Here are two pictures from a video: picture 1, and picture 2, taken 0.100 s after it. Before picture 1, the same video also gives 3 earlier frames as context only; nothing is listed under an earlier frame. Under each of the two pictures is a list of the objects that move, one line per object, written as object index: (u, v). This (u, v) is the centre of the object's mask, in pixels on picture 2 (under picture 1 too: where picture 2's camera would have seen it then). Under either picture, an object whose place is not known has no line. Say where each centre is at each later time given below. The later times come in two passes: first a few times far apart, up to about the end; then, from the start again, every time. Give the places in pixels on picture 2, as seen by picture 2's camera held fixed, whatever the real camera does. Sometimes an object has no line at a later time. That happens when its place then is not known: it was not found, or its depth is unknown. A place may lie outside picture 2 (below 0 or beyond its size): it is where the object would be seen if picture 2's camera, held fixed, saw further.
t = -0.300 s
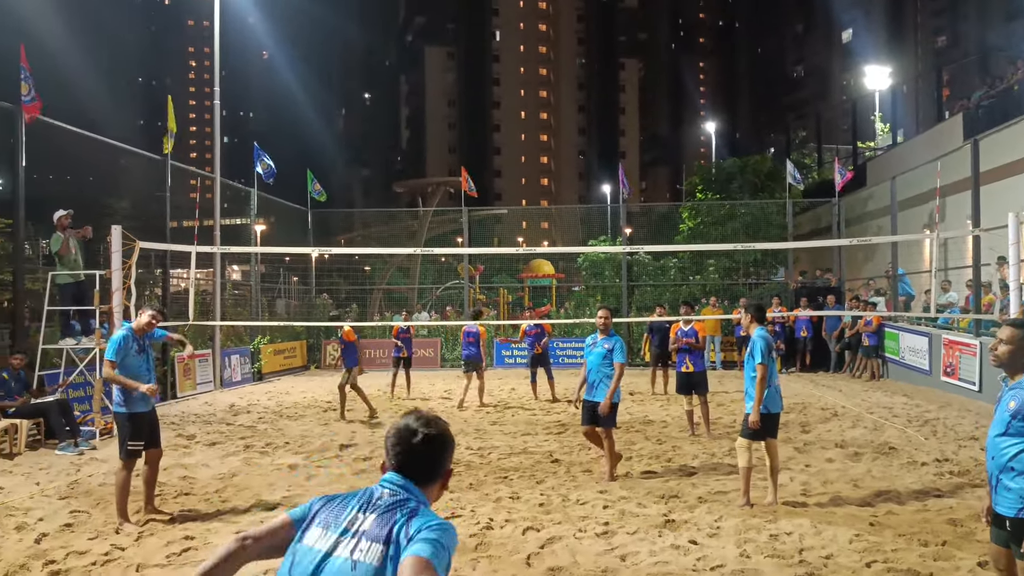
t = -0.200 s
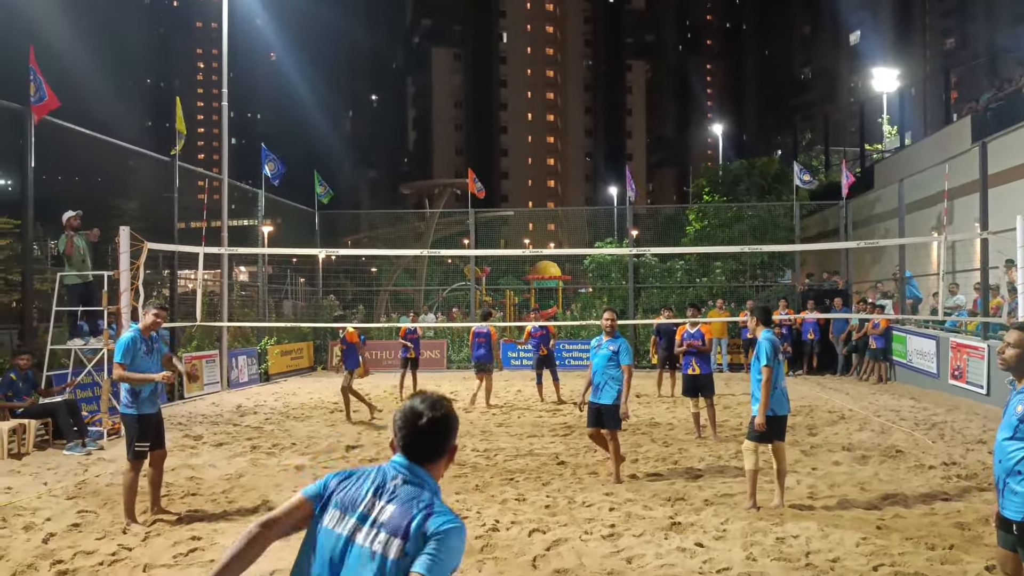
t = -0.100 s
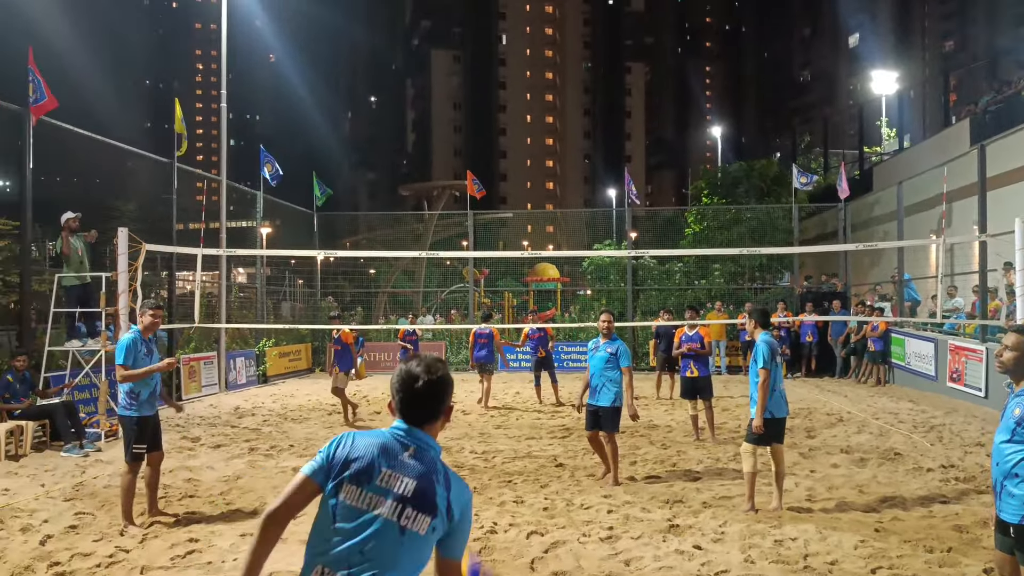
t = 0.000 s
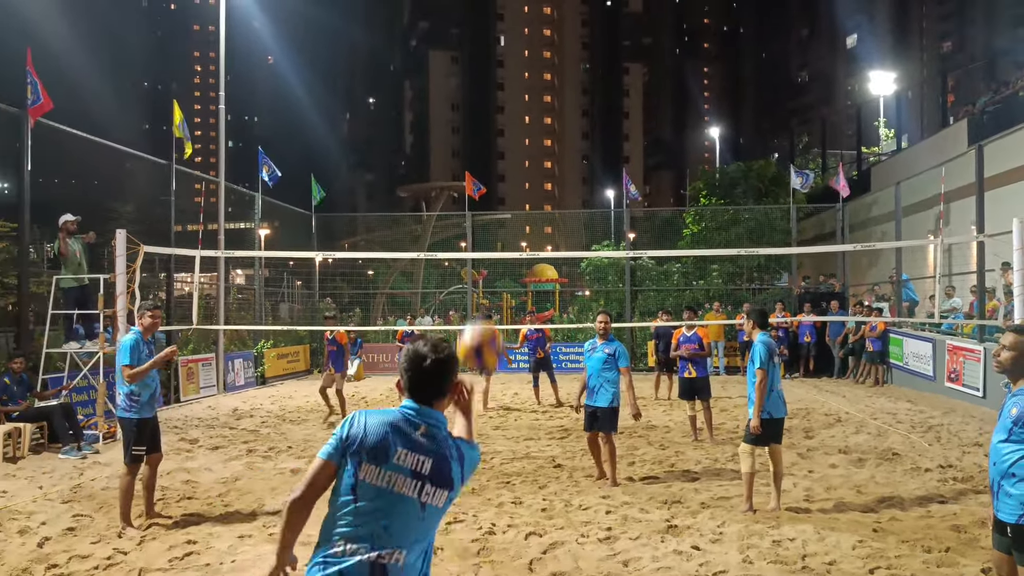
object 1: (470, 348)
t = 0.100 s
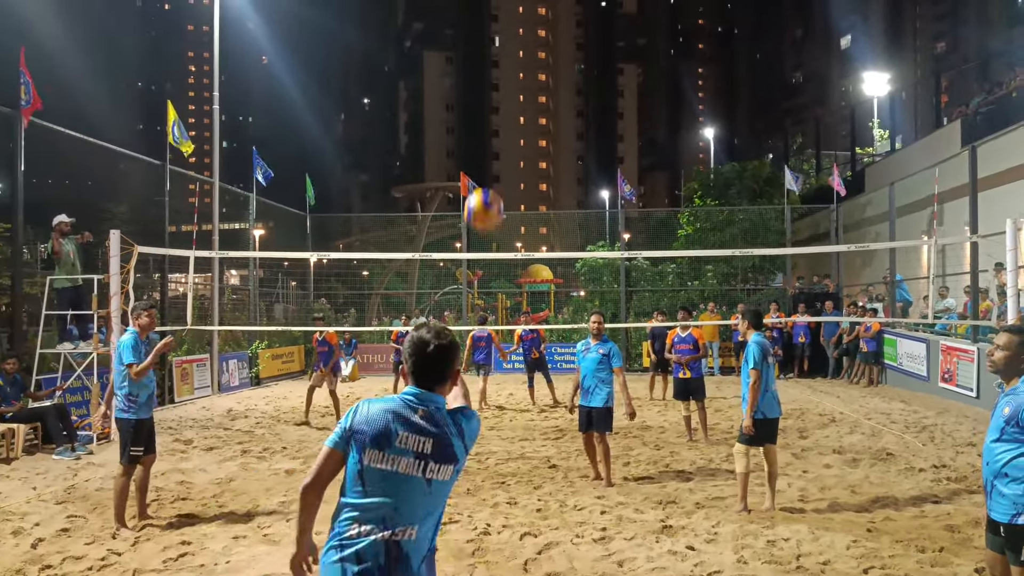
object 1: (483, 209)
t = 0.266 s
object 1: (491, 100)
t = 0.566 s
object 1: (495, 72)
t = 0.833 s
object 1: (496, 121)
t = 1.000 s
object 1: (493, 170)
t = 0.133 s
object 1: (485, 180)
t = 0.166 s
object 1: (487, 153)
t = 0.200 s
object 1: (489, 132)
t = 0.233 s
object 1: (490, 113)
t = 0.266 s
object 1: (491, 100)
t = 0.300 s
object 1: (492, 89)
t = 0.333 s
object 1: (492, 80)
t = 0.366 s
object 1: (492, 74)
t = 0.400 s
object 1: (493, 70)
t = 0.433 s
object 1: (493, 67)
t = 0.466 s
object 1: (494, 67)
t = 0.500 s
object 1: (494, 68)
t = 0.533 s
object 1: (494, 69)
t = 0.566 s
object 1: (495, 72)
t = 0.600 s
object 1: (495, 75)
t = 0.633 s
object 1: (495, 79)
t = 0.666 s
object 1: (494, 84)
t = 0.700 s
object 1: (494, 89)
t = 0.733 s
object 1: (495, 96)
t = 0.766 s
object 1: (496, 104)
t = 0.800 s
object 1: (496, 113)
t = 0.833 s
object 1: (496, 121)
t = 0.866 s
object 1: (497, 130)
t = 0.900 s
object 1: (497, 140)
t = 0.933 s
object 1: (495, 151)
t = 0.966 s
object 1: (496, 160)
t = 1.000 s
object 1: (493, 170)
